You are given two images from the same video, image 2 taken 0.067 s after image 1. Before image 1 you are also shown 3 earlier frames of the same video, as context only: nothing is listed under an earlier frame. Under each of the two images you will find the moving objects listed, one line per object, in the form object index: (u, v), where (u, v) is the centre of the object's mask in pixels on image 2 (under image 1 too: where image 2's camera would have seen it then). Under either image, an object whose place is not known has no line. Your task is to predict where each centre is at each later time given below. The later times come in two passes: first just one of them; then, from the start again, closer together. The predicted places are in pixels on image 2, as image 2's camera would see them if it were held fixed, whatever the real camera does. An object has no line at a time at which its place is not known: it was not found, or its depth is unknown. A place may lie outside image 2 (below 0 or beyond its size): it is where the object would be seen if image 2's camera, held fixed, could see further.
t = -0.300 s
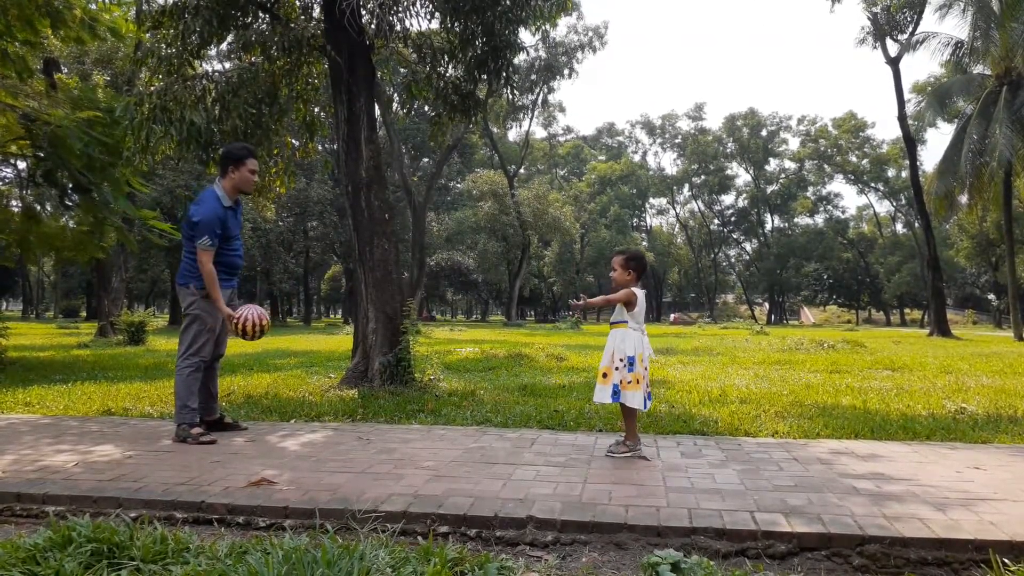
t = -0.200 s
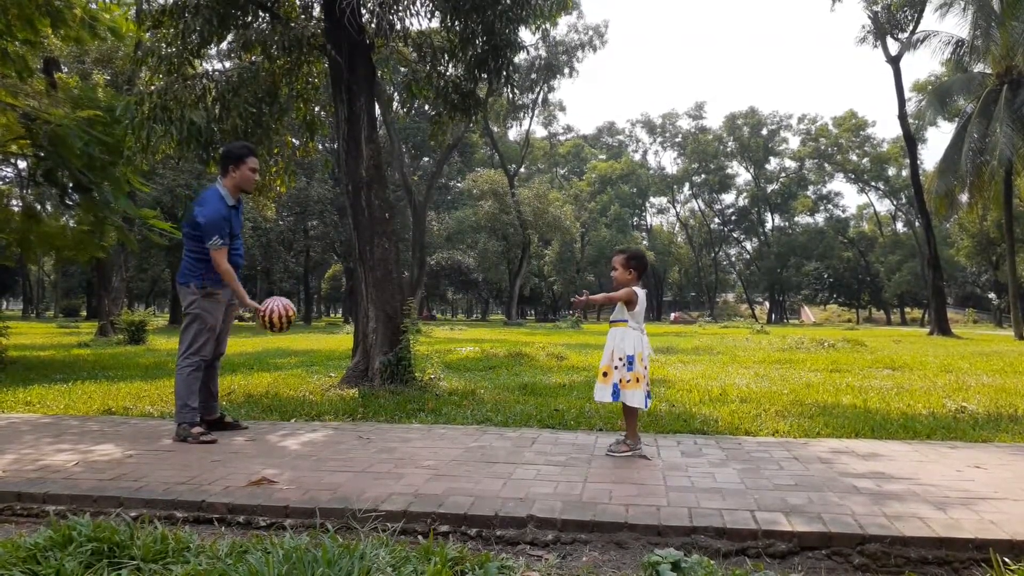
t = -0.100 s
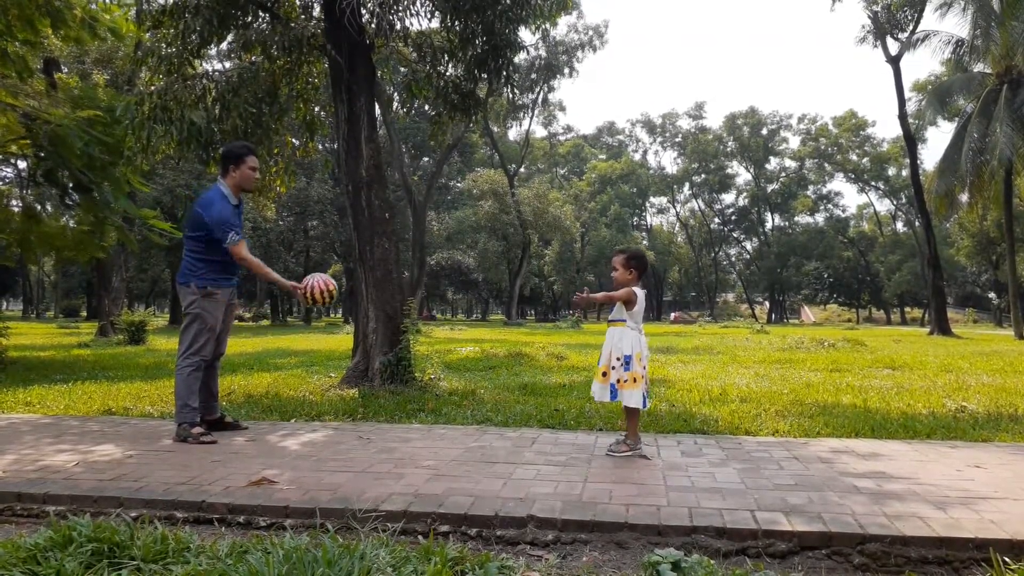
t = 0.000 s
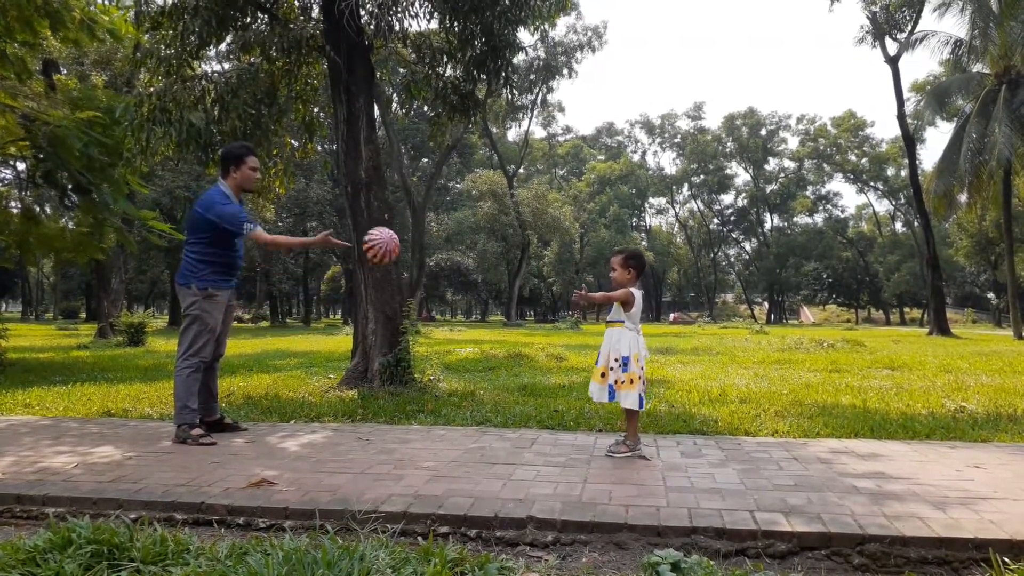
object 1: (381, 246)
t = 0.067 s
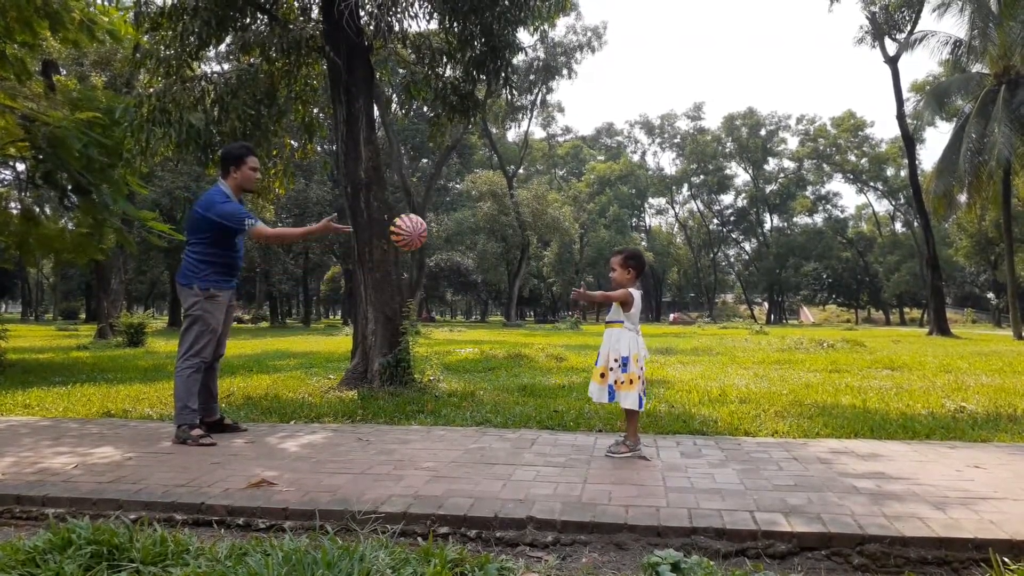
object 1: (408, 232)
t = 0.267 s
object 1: (483, 231)
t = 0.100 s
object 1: (421, 227)
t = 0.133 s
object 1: (434, 223)
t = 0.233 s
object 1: (472, 227)
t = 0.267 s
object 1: (483, 231)
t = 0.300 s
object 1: (496, 236)
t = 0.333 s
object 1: (508, 244)
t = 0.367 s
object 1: (519, 253)
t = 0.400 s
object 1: (531, 264)
